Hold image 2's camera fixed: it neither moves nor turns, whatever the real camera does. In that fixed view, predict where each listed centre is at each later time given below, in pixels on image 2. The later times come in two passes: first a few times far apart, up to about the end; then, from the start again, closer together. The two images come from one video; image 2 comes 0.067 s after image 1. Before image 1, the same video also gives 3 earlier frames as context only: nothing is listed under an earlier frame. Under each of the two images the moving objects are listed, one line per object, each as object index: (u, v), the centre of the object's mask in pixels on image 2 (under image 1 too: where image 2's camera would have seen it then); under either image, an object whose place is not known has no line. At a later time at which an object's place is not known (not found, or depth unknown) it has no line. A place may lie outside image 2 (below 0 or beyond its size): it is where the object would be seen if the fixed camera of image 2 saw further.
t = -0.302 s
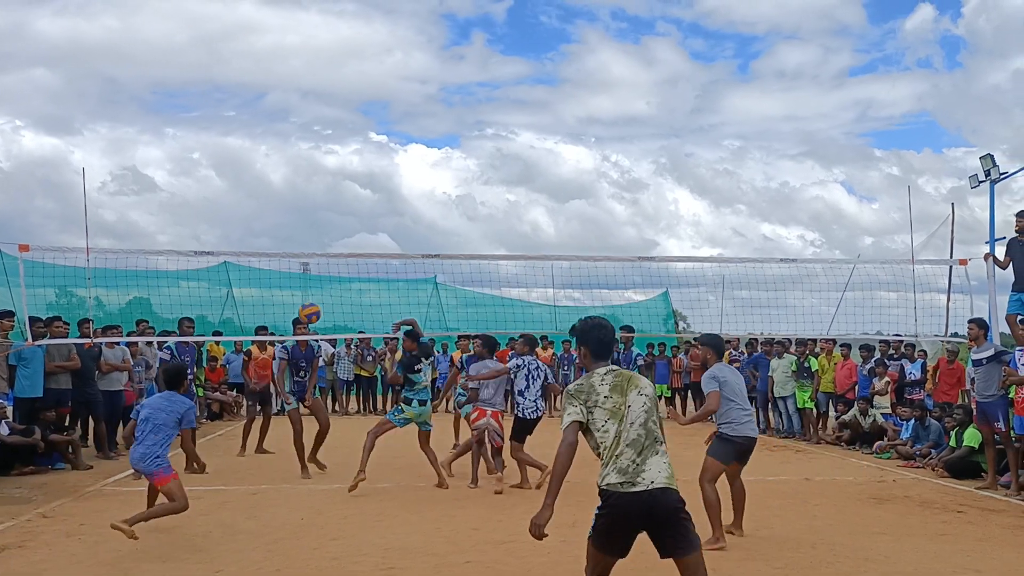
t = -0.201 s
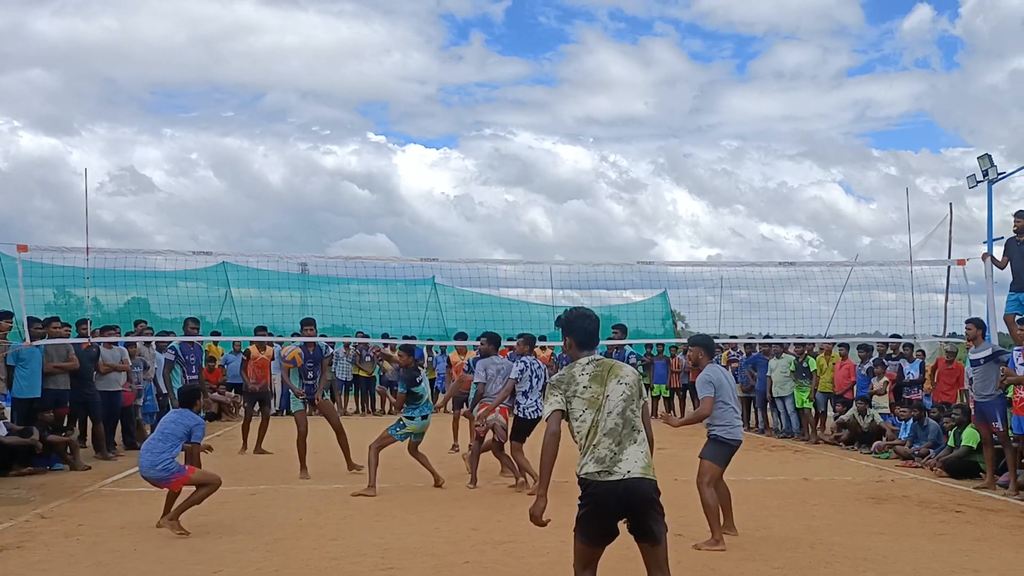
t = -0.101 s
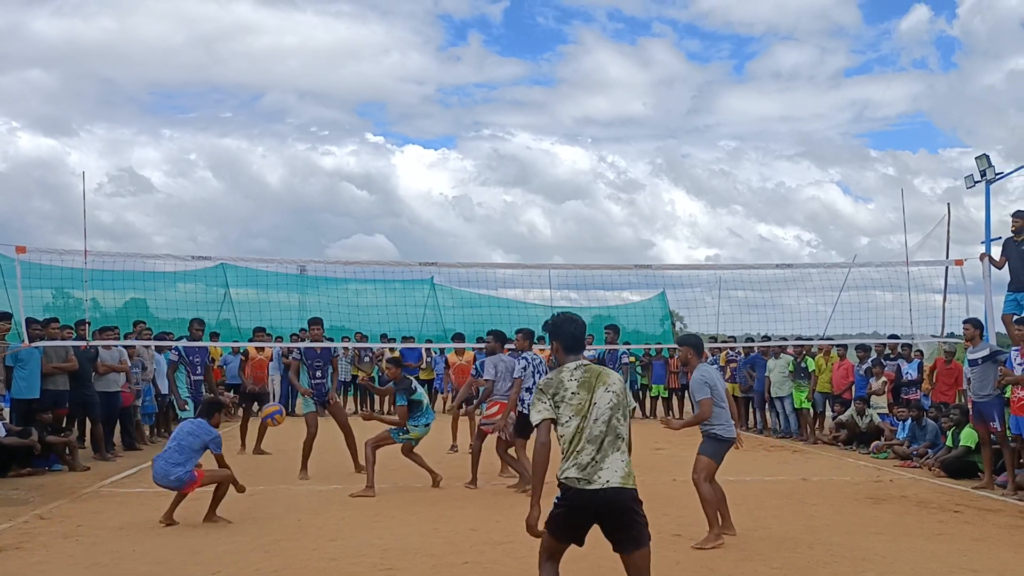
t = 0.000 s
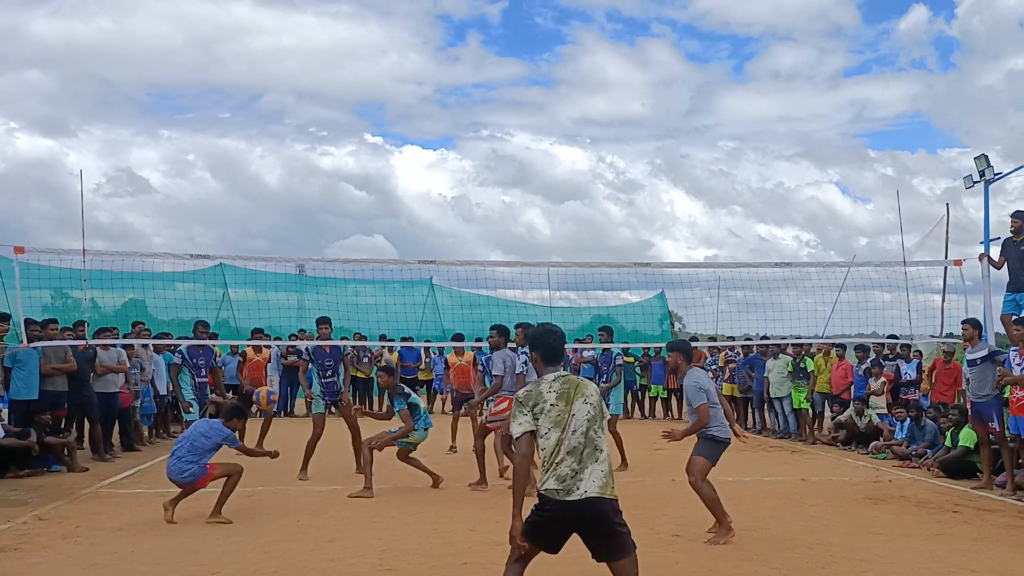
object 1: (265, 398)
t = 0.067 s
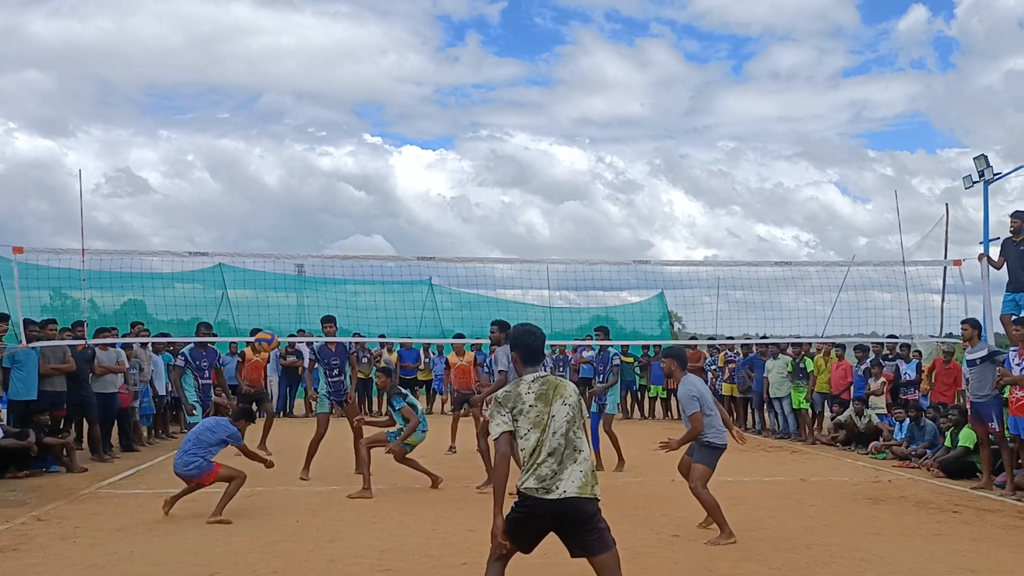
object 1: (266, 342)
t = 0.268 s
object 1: (266, 215)
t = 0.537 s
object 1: (263, 126)
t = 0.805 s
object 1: (258, 106)
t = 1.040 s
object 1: (253, 134)
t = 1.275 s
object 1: (251, 197)
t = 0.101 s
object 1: (266, 316)
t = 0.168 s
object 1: (267, 272)
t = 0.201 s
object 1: (267, 251)
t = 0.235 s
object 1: (267, 232)
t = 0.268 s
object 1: (266, 215)
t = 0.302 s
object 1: (266, 200)
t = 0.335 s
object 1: (266, 186)
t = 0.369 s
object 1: (265, 172)
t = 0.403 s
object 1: (265, 161)
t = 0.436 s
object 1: (264, 151)
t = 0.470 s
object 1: (264, 142)
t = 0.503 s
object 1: (263, 133)
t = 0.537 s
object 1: (263, 126)
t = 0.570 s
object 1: (262, 120)
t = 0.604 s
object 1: (261, 116)
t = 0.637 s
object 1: (261, 112)
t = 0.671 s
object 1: (260, 109)
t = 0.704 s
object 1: (260, 107)
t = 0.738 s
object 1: (259, 106)
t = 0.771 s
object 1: (258, 106)
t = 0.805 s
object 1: (258, 106)
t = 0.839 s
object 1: (257, 108)
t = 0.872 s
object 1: (256, 110)
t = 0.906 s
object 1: (256, 114)
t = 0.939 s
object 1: (255, 118)
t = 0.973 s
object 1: (255, 123)
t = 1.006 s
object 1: (254, 128)
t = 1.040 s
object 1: (253, 134)
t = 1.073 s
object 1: (253, 141)
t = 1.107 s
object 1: (253, 149)
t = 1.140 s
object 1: (252, 157)
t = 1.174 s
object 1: (251, 166)
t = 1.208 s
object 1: (251, 176)
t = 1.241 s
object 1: (251, 186)
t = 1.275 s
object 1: (251, 197)
